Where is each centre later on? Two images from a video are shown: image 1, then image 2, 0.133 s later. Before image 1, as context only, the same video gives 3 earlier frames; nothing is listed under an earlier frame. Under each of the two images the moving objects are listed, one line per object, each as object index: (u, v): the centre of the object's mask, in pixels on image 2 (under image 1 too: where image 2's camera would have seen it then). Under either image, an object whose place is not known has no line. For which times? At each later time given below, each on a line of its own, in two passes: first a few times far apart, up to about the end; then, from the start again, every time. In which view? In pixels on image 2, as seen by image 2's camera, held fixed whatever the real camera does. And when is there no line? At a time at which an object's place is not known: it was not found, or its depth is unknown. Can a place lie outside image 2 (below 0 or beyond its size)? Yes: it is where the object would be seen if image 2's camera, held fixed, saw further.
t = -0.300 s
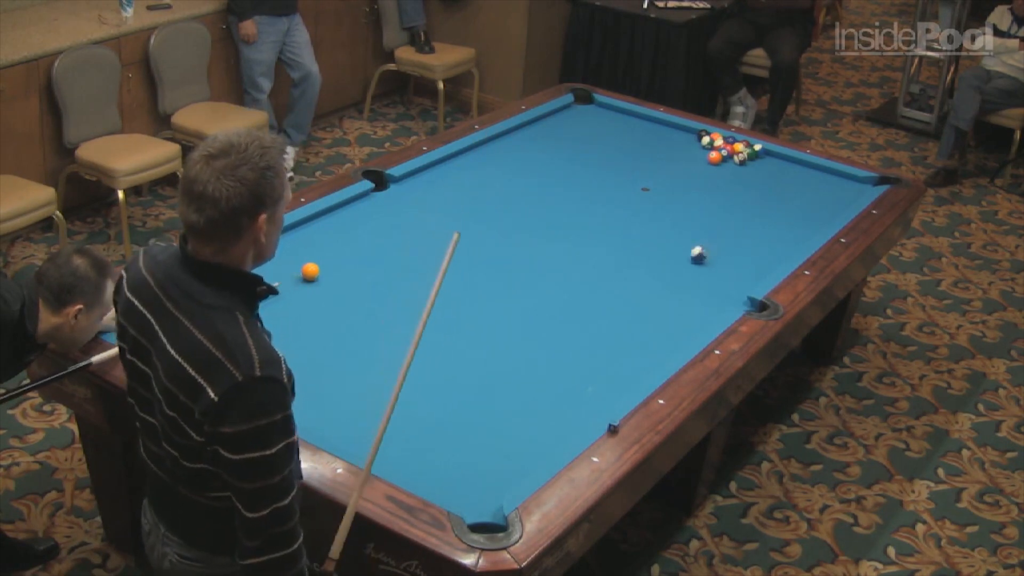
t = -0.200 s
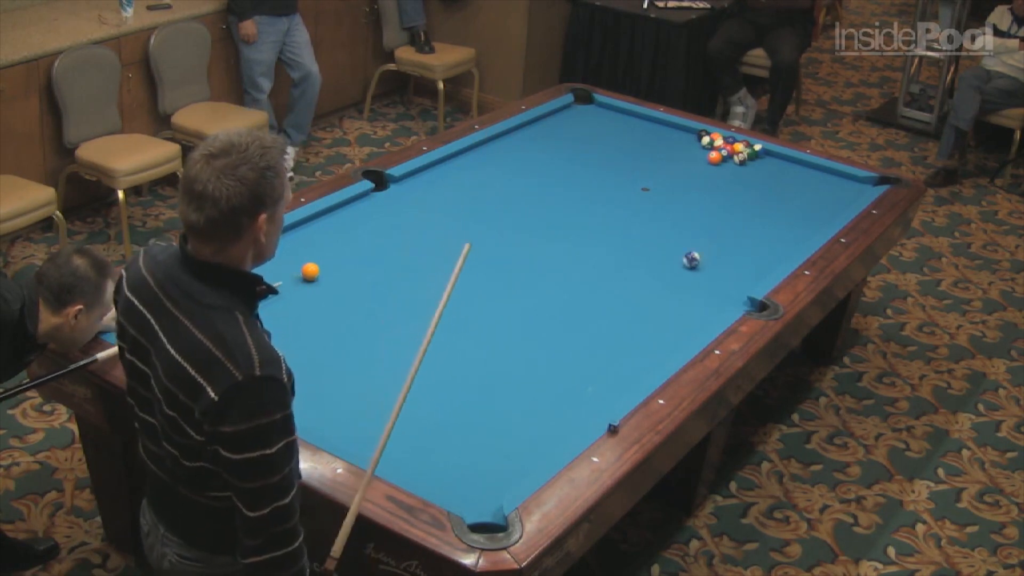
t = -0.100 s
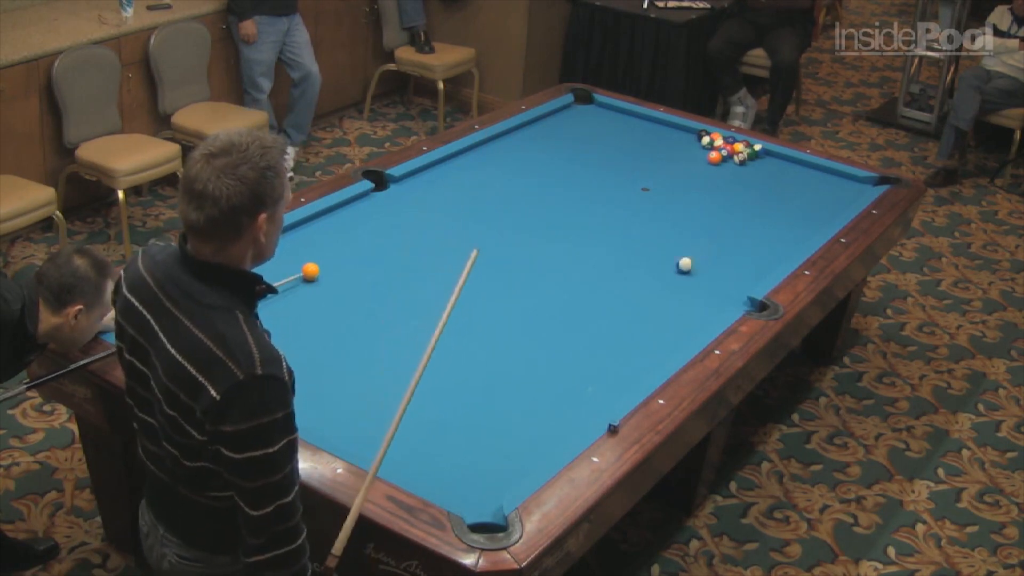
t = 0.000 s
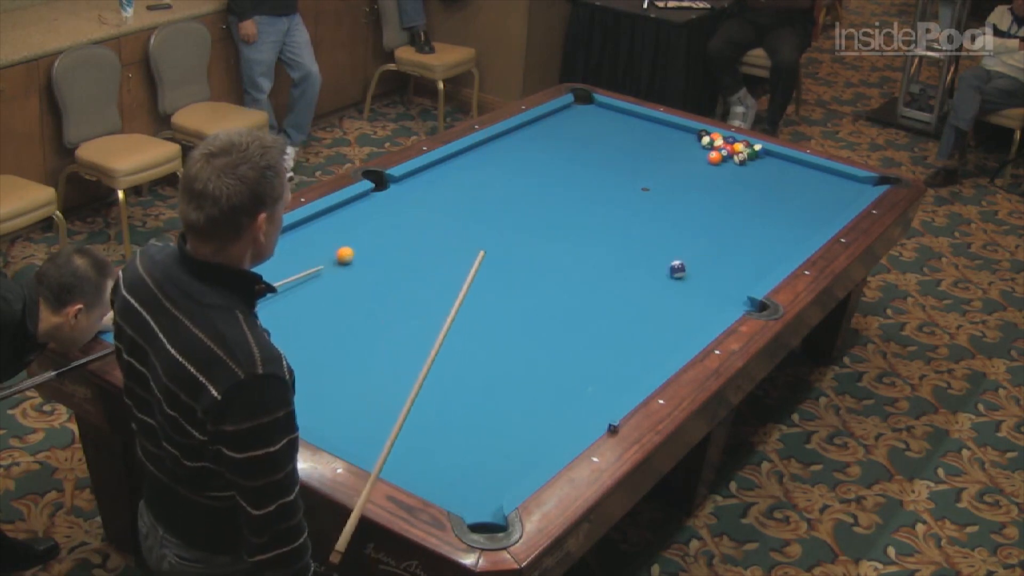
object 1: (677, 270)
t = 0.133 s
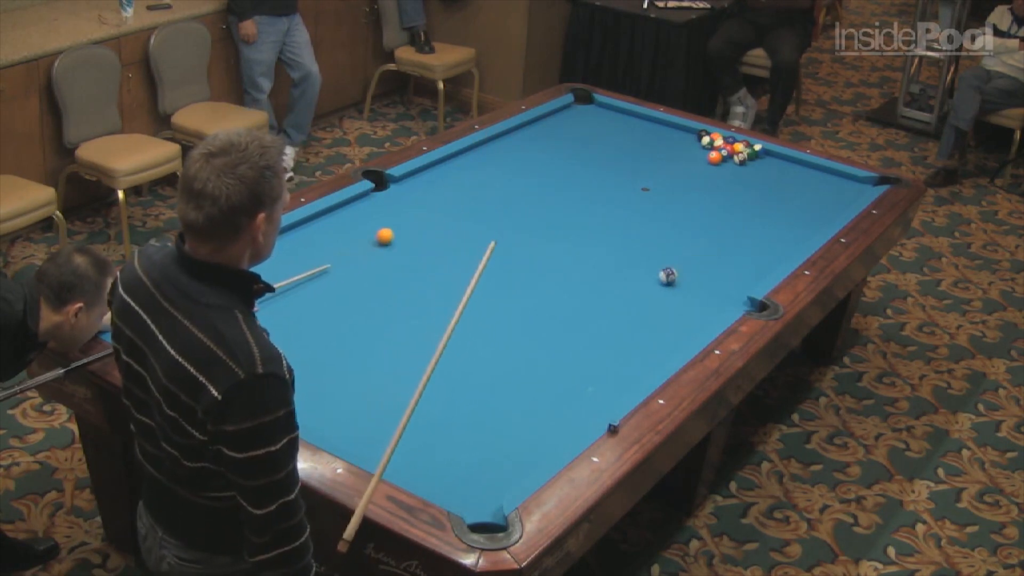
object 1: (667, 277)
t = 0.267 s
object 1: (658, 284)
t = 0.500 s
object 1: (642, 294)
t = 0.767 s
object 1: (622, 307)
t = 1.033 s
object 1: (604, 320)
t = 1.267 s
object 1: (587, 331)
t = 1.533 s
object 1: (569, 344)
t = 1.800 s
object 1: (550, 356)
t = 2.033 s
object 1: (534, 366)
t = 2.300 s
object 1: (516, 377)
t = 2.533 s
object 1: (502, 386)
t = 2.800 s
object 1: (485, 396)
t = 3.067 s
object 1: (470, 407)
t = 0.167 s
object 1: (665, 278)
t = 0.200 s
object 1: (663, 279)
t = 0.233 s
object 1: (661, 281)
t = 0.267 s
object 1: (658, 284)
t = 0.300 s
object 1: (656, 285)
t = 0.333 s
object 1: (654, 287)
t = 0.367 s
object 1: (651, 288)
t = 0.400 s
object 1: (648, 289)
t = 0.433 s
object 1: (646, 291)
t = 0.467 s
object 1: (643, 293)
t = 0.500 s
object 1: (642, 294)
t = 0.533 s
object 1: (639, 296)
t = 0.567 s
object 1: (637, 297)
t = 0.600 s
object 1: (635, 299)
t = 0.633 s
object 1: (632, 301)
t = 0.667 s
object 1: (630, 303)
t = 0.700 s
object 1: (628, 304)
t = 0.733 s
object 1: (625, 306)
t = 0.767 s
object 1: (622, 307)
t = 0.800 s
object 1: (620, 309)
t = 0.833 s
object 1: (617, 310)
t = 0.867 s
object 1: (615, 312)
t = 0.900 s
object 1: (613, 314)
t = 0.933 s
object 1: (611, 315)
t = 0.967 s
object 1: (609, 317)
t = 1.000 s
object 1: (606, 318)
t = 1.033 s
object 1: (604, 320)
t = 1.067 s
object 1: (601, 322)
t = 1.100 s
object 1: (599, 324)
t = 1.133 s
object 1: (597, 325)
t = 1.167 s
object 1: (594, 326)
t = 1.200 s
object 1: (592, 328)
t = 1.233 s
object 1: (589, 329)
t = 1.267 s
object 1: (587, 331)
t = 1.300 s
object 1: (584, 333)
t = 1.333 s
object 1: (582, 334)
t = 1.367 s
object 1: (580, 336)
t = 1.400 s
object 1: (578, 337)
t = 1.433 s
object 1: (576, 339)
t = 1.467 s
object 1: (573, 340)
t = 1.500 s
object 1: (571, 342)
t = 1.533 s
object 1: (569, 344)
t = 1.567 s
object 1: (566, 345)
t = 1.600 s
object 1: (564, 347)
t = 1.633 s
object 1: (562, 348)
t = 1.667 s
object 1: (559, 349)
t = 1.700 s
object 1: (557, 351)
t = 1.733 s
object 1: (554, 352)
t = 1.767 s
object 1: (552, 354)
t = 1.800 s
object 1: (550, 356)
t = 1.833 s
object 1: (548, 357)
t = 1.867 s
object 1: (546, 358)
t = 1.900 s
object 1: (544, 359)
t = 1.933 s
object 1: (541, 361)
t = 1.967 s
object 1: (539, 363)
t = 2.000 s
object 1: (537, 364)
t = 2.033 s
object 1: (534, 366)
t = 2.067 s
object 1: (532, 368)
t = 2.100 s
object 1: (530, 369)
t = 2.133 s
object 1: (528, 370)
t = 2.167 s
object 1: (525, 372)
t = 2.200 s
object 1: (524, 373)
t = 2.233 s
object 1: (521, 374)
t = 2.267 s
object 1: (519, 375)
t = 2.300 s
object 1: (516, 377)
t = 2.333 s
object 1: (515, 379)
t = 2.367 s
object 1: (512, 380)
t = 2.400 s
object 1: (510, 381)
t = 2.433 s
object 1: (509, 382)
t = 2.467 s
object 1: (507, 384)
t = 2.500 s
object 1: (505, 385)
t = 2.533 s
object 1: (502, 386)
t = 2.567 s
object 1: (500, 387)
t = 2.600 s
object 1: (498, 389)
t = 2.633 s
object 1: (496, 391)
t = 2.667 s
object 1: (494, 392)
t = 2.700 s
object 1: (492, 393)
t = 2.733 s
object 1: (490, 394)
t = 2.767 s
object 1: (488, 396)
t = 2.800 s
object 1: (485, 396)
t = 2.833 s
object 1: (483, 398)
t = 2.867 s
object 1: (481, 399)
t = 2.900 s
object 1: (479, 400)
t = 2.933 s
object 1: (477, 401)
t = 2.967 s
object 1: (475, 403)
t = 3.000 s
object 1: (474, 404)
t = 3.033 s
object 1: (472, 405)
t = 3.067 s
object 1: (470, 407)
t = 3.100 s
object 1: (468, 408)
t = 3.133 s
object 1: (467, 409)
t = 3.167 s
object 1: (465, 410)
